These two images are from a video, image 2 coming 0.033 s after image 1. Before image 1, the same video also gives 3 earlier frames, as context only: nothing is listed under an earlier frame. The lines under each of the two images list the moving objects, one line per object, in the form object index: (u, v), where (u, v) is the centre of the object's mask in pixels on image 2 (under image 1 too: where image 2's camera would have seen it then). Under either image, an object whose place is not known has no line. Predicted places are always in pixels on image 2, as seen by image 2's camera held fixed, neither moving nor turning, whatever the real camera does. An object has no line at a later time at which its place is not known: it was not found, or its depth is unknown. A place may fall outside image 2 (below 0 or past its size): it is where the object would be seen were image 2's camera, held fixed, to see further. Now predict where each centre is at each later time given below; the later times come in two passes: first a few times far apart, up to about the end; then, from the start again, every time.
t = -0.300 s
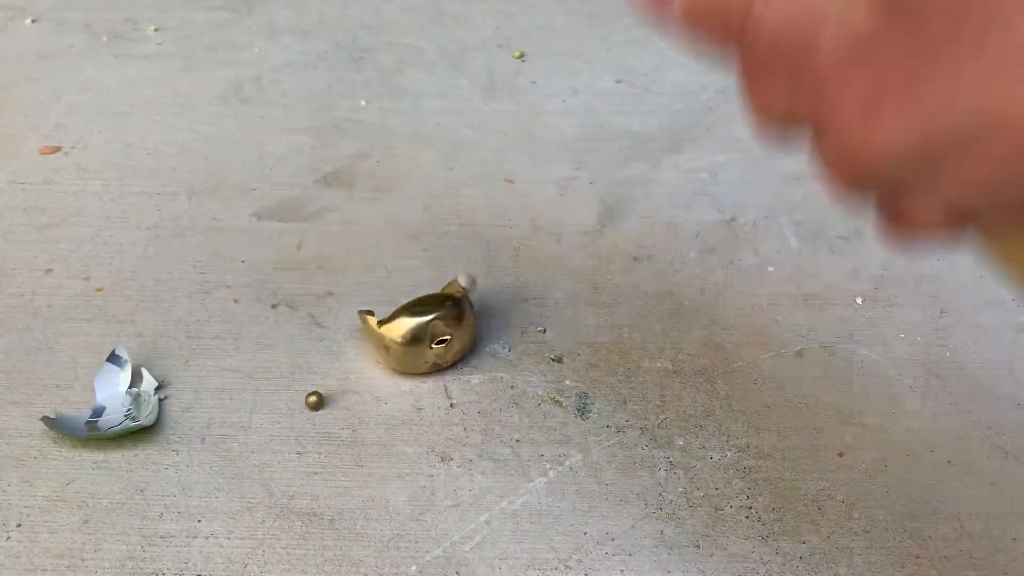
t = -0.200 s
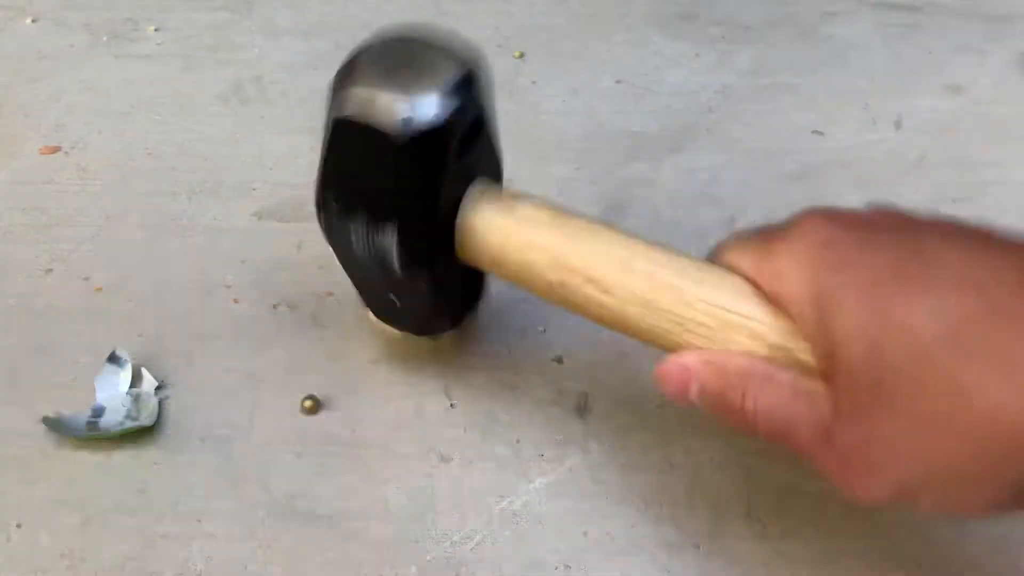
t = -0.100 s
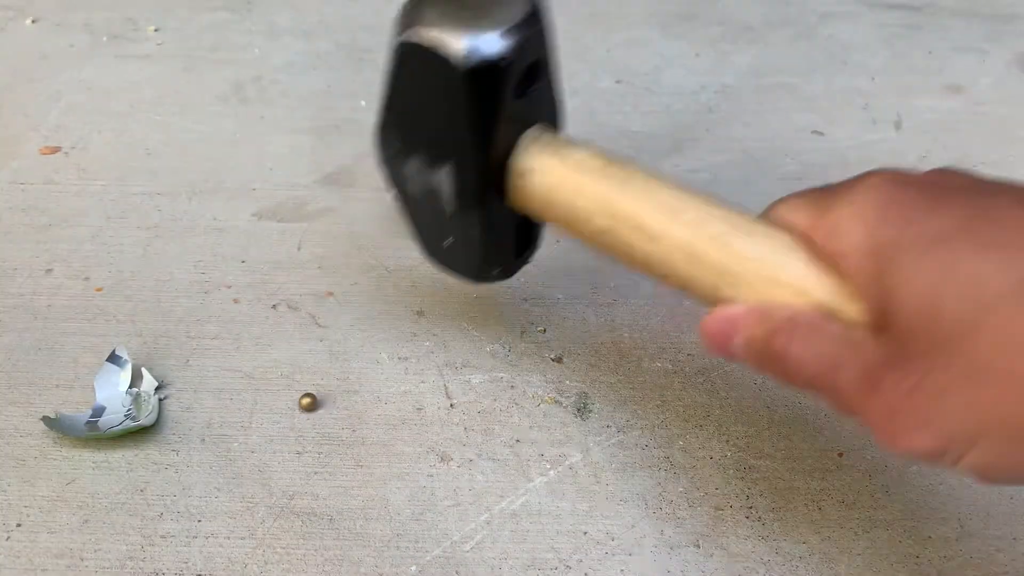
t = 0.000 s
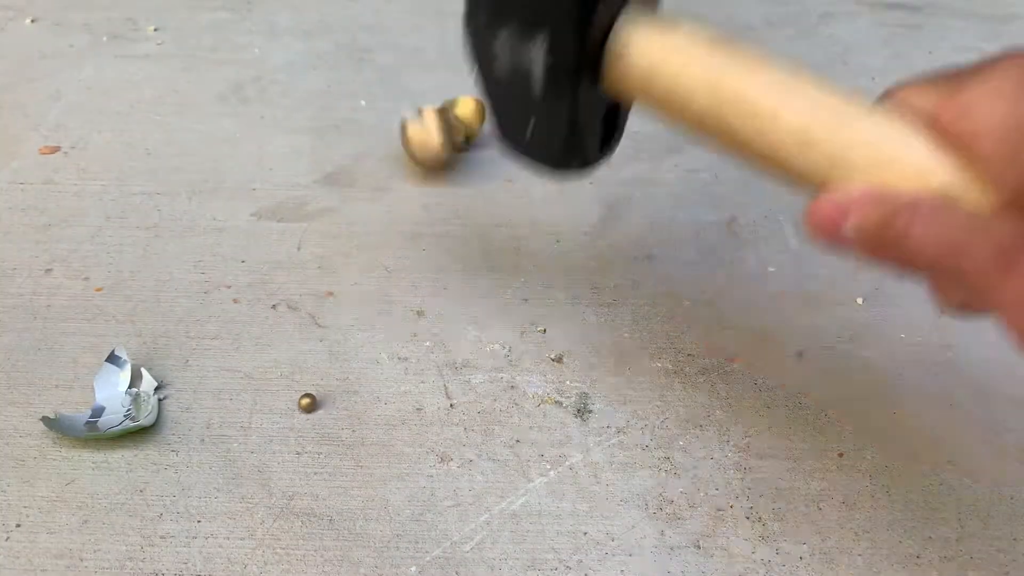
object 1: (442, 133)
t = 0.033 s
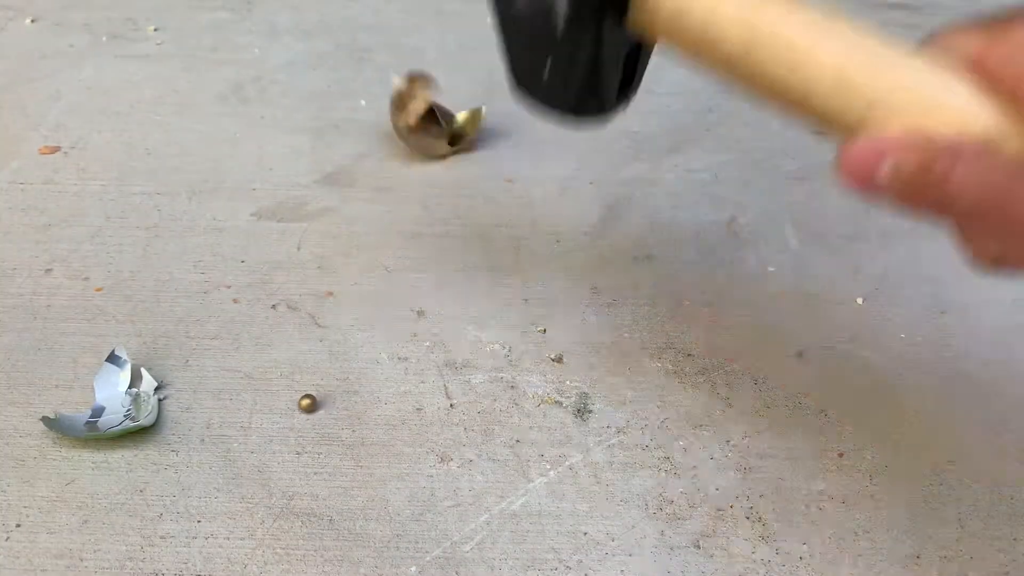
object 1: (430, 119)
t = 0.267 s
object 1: (328, 59)
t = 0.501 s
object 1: (232, 76)
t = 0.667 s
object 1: (223, 90)
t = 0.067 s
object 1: (422, 109)
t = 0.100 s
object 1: (415, 93)
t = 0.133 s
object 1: (400, 76)
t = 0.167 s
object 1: (384, 68)
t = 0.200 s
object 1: (369, 68)
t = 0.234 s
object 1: (346, 64)
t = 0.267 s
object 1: (328, 59)
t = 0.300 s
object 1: (304, 56)
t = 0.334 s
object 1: (277, 60)
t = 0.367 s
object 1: (258, 73)
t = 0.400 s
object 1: (246, 68)
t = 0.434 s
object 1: (233, 65)
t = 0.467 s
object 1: (229, 66)
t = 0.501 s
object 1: (232, 76)
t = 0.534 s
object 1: (234, 89)
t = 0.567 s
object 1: (232, 90)
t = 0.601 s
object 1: (230, 91)
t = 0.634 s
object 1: (227, 91)
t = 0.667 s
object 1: (223, 90)
